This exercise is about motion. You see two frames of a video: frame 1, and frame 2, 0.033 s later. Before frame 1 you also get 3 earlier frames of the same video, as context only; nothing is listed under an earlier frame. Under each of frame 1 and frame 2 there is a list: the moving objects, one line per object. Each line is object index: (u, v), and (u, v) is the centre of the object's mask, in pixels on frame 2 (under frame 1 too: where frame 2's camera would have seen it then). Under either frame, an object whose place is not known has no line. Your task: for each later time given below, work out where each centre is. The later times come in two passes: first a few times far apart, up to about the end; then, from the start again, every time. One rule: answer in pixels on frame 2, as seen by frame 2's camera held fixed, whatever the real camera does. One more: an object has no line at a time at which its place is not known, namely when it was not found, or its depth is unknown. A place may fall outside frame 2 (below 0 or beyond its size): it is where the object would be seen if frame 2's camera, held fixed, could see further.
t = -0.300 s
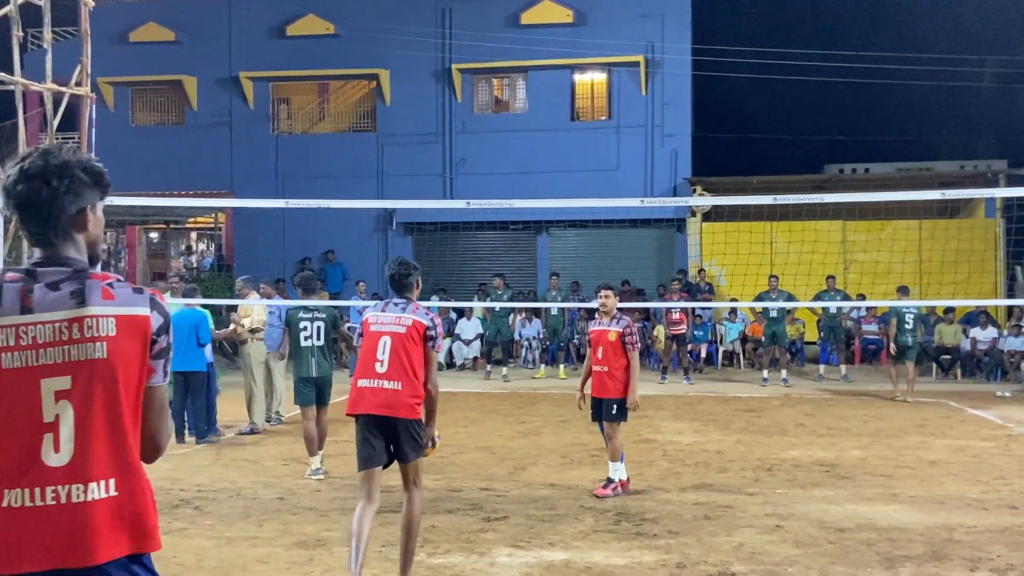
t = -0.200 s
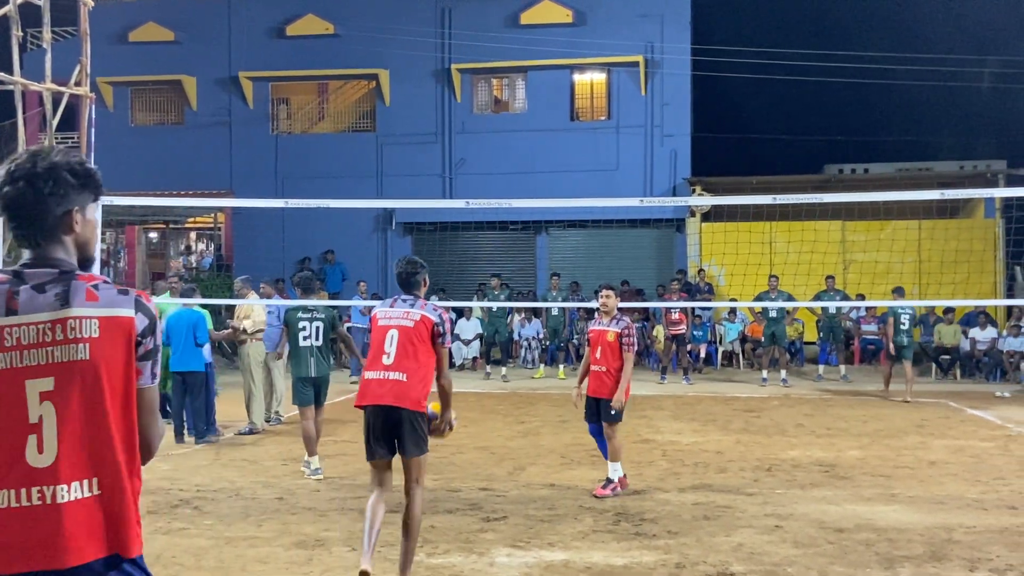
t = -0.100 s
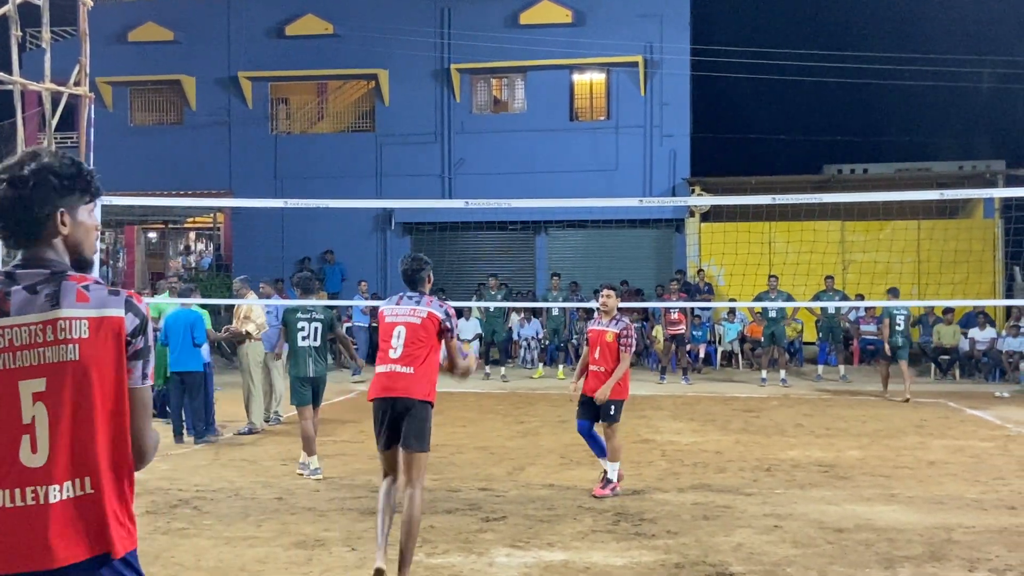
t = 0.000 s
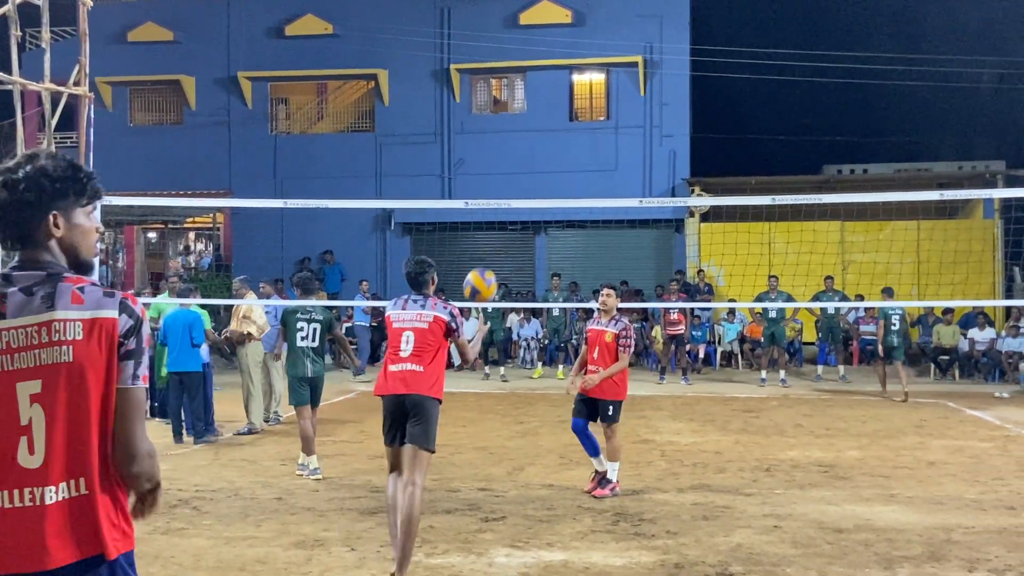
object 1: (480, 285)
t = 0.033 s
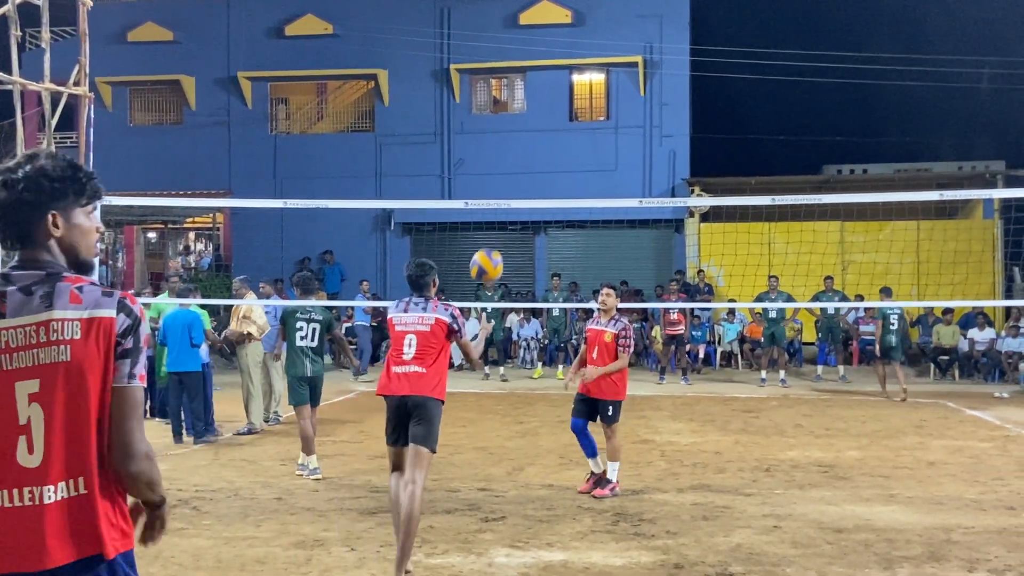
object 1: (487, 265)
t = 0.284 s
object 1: (529, 180)
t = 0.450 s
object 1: (553, 177)
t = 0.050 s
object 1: (490, 256)
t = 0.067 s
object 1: (493, 248)
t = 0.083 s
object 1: (496, 239)
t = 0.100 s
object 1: (499, 232)
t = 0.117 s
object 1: (502, 225)
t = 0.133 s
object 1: (505, 219)
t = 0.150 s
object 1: (507, 213)
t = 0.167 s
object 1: (511, 207)
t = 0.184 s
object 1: (514, 202)
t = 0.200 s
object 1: (516, 196)
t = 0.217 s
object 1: (519, 192)
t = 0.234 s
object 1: (521, 189)
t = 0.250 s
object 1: (524, 185)
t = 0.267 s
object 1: (527, 183)
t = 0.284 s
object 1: (529, 180)
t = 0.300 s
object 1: (532, 178)
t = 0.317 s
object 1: (534, 177)
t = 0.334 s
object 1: (537, 175)
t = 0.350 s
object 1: (539, 175)
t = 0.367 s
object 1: (542, 174)
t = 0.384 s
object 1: (544, 174)
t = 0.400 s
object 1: (547, 174)
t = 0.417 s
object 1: (549, 175)
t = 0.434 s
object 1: (551, 176)
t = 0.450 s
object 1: (553, 177)
